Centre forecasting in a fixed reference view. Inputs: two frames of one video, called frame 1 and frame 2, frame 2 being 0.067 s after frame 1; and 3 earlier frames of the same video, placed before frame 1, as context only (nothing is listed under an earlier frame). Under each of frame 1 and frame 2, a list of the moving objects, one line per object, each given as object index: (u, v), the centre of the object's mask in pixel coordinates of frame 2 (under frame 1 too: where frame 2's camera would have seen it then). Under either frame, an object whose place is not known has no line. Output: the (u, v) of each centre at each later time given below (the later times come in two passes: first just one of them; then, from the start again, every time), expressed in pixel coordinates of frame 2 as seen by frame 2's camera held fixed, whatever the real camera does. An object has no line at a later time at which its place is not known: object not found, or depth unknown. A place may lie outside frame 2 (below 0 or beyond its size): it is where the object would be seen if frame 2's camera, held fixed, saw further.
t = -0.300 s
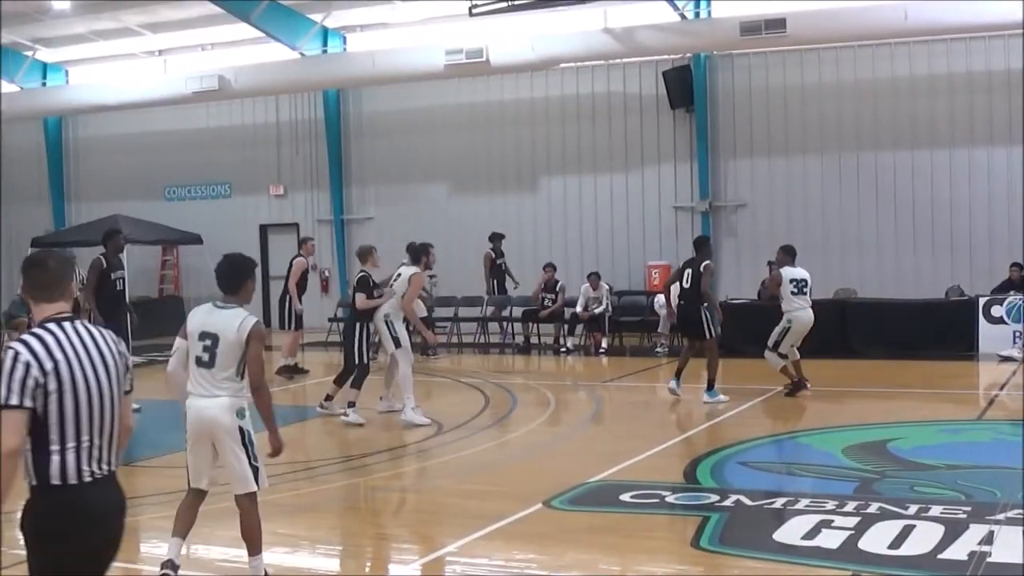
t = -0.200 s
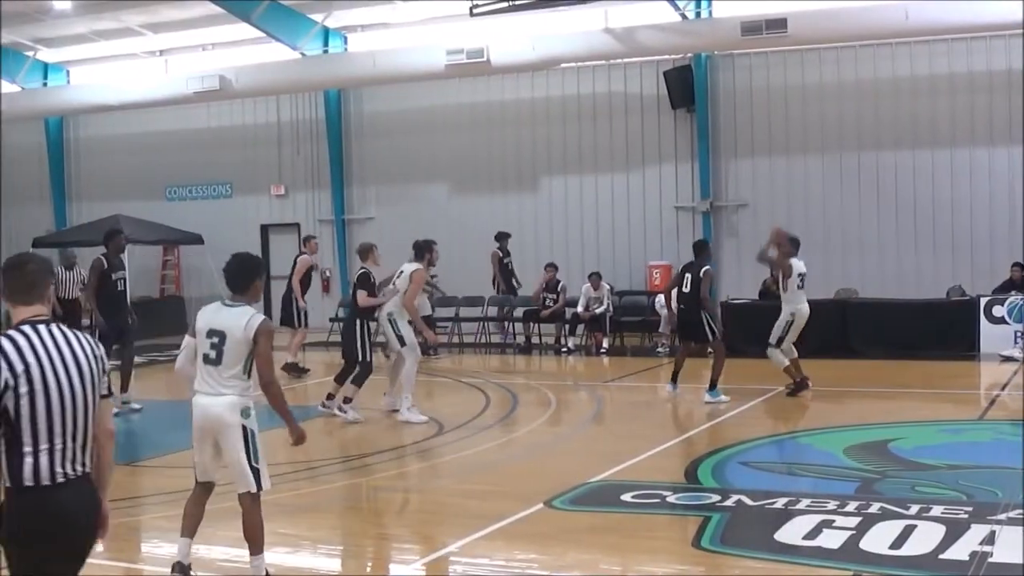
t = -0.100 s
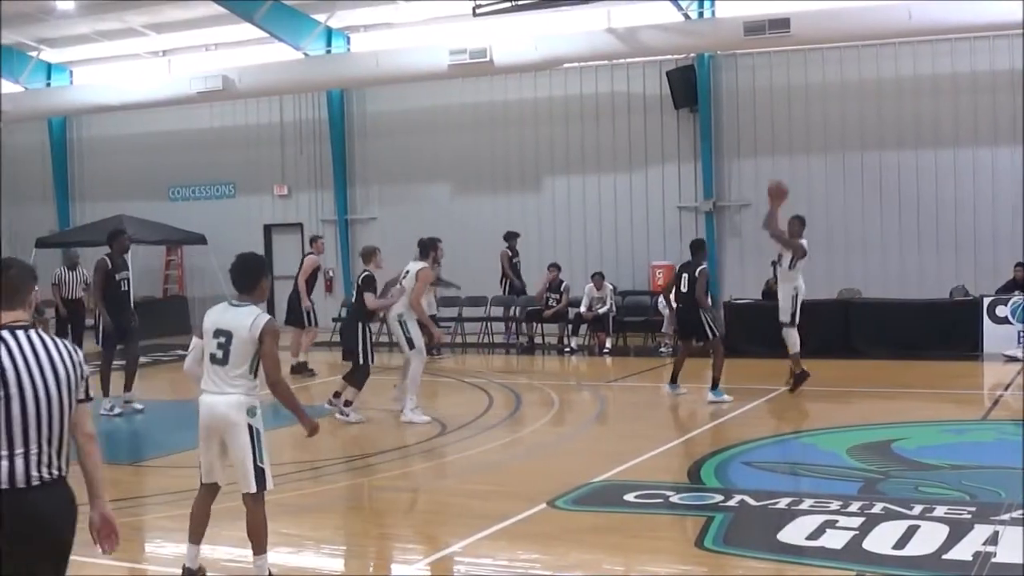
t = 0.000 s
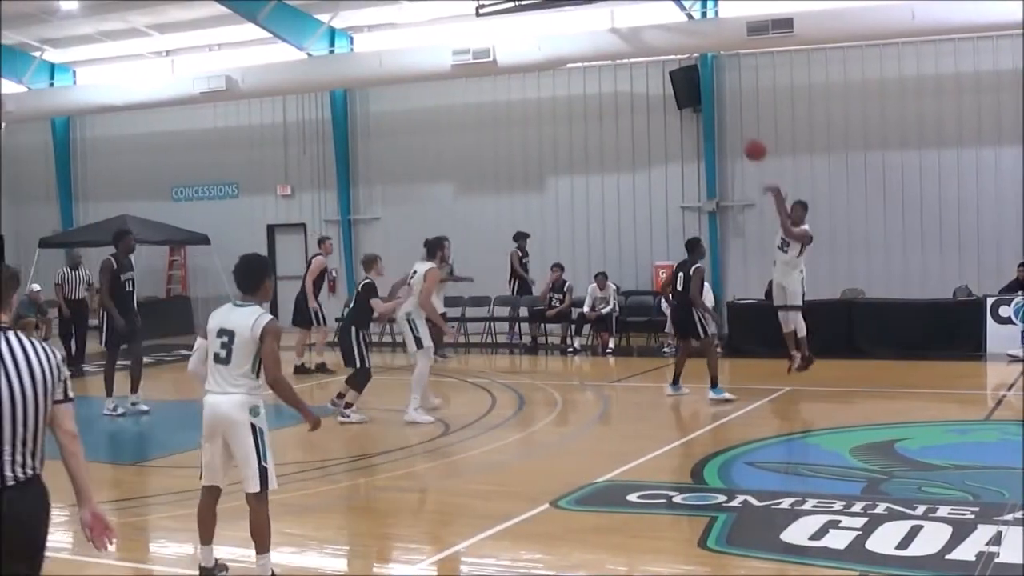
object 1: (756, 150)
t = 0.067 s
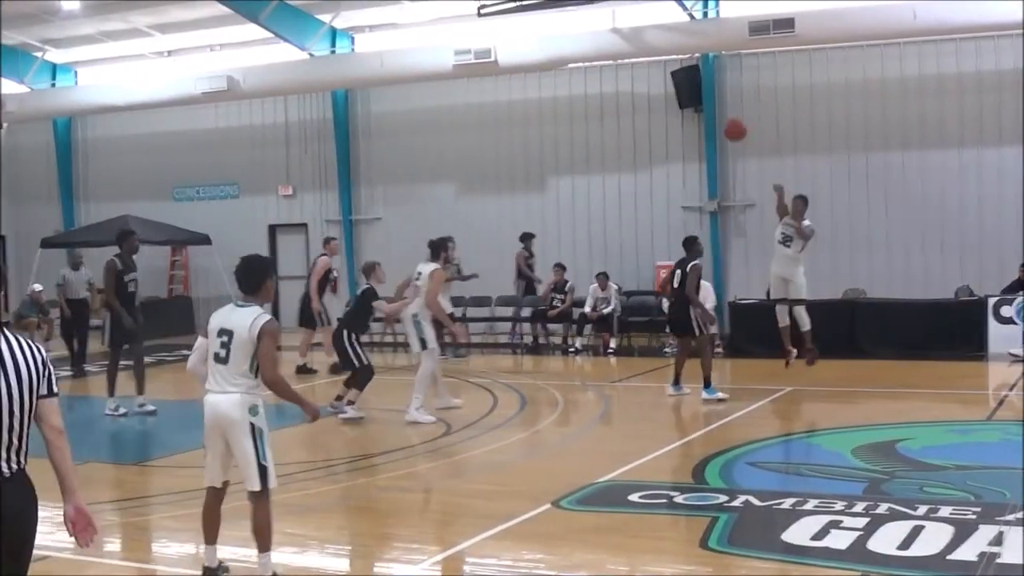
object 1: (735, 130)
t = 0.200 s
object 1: (688, 93)
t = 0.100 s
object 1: (723, 121)
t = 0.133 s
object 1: (710, 112)
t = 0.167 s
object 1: (698, 102)
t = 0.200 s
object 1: (688, 93)
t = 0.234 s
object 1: (677, 86)
